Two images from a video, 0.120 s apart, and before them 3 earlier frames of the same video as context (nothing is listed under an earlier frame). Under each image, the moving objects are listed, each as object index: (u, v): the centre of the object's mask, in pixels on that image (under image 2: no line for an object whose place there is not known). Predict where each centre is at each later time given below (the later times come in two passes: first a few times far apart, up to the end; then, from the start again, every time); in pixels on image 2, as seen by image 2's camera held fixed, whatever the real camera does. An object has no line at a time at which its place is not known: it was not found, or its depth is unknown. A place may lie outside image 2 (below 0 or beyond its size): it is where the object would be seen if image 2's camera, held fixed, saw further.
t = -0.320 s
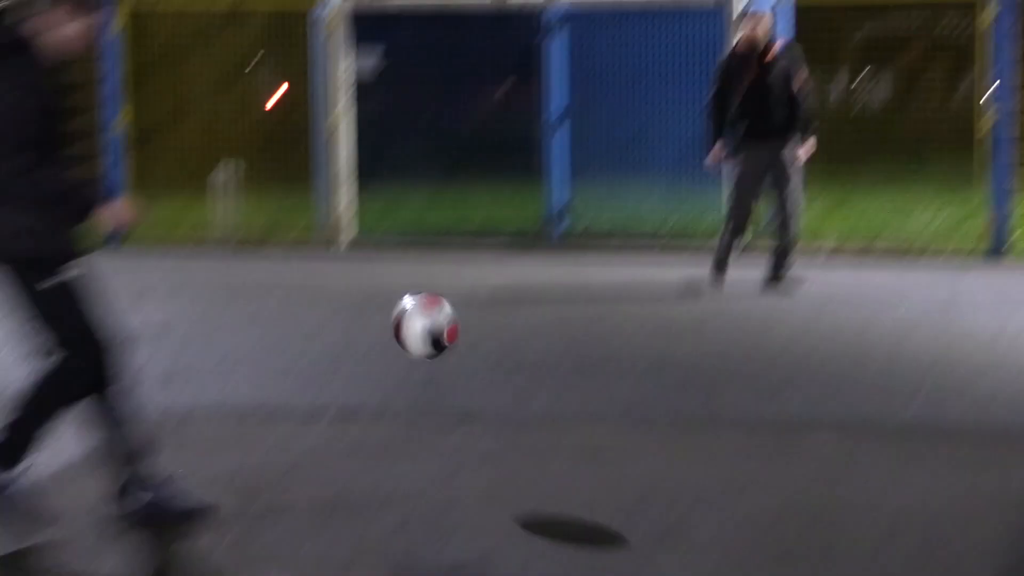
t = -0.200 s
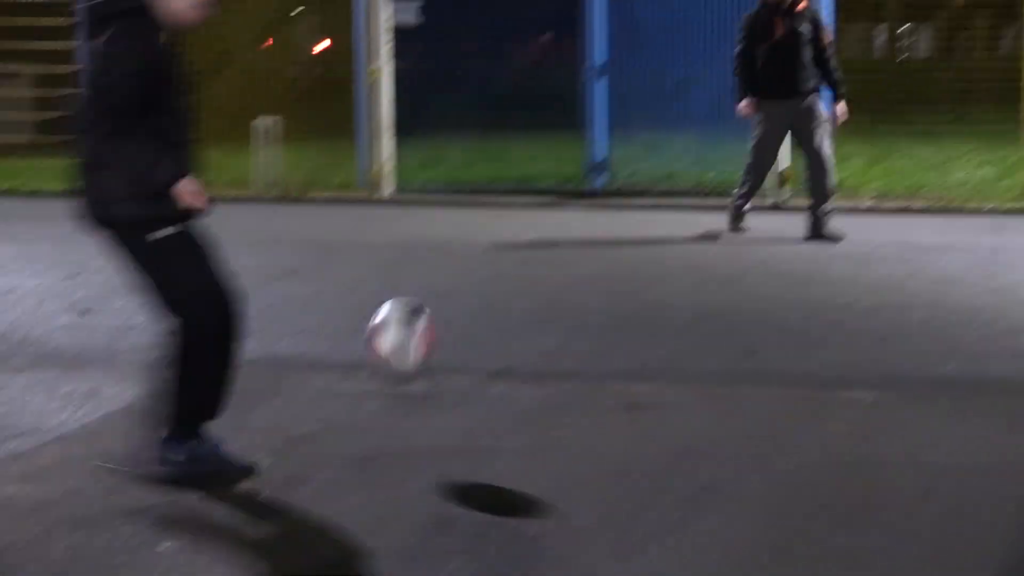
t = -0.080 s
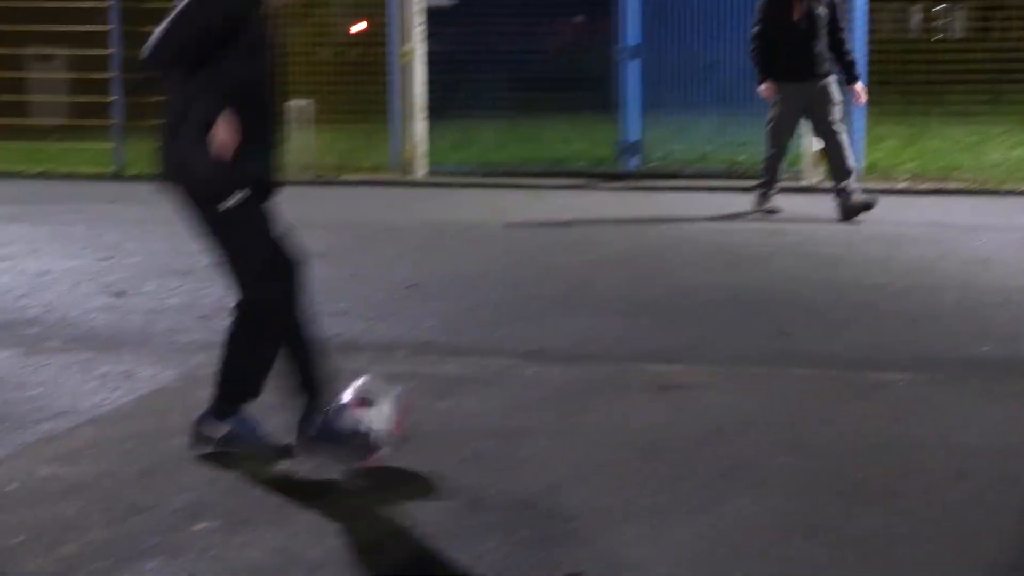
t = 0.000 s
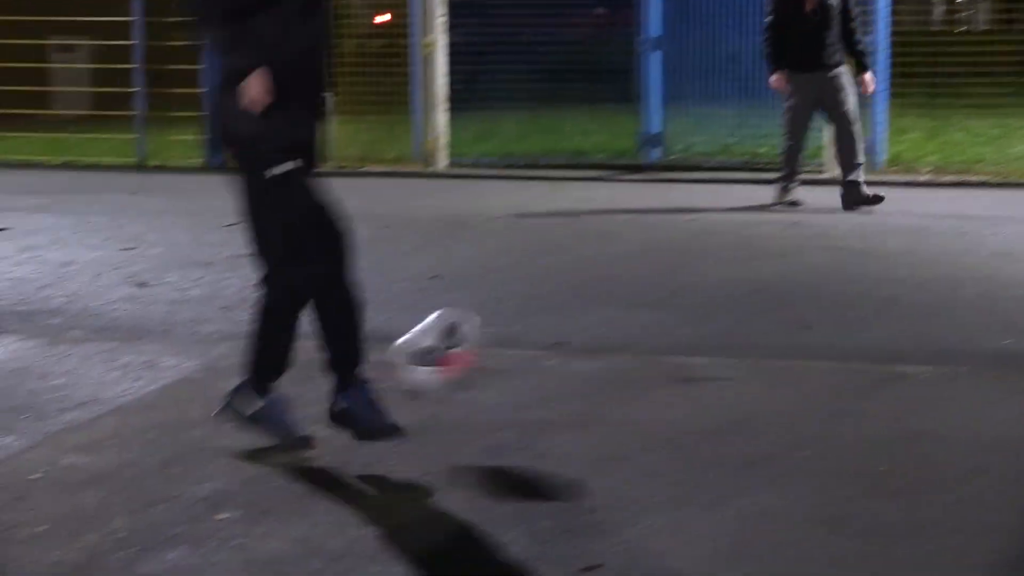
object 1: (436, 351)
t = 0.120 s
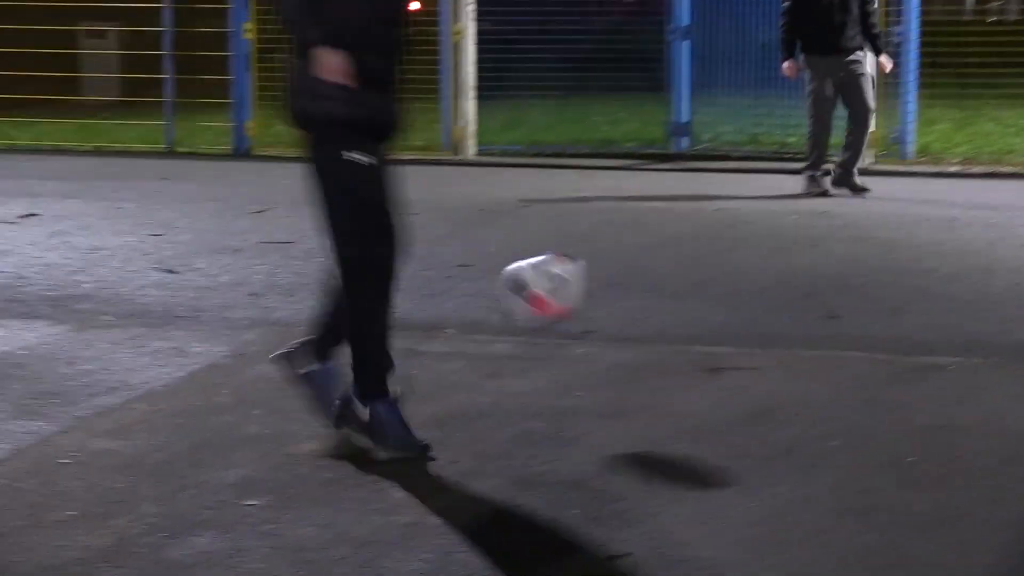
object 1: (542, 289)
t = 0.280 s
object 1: (644, 289)
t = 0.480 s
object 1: (734, 326)
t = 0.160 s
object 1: (568, 282)
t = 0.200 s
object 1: (595, 278)
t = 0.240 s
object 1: (619, 281)
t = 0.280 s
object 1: (644, 289)
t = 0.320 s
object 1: (669, 298)
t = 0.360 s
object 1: (688, 314)
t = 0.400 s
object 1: (708, 335)
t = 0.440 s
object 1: (727, 348)
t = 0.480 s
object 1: (734, 326)
